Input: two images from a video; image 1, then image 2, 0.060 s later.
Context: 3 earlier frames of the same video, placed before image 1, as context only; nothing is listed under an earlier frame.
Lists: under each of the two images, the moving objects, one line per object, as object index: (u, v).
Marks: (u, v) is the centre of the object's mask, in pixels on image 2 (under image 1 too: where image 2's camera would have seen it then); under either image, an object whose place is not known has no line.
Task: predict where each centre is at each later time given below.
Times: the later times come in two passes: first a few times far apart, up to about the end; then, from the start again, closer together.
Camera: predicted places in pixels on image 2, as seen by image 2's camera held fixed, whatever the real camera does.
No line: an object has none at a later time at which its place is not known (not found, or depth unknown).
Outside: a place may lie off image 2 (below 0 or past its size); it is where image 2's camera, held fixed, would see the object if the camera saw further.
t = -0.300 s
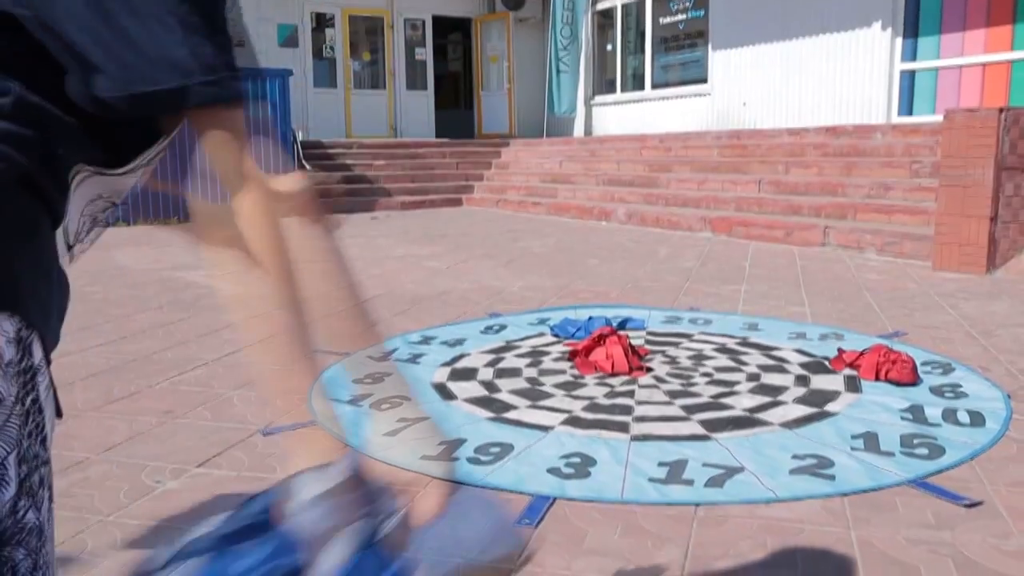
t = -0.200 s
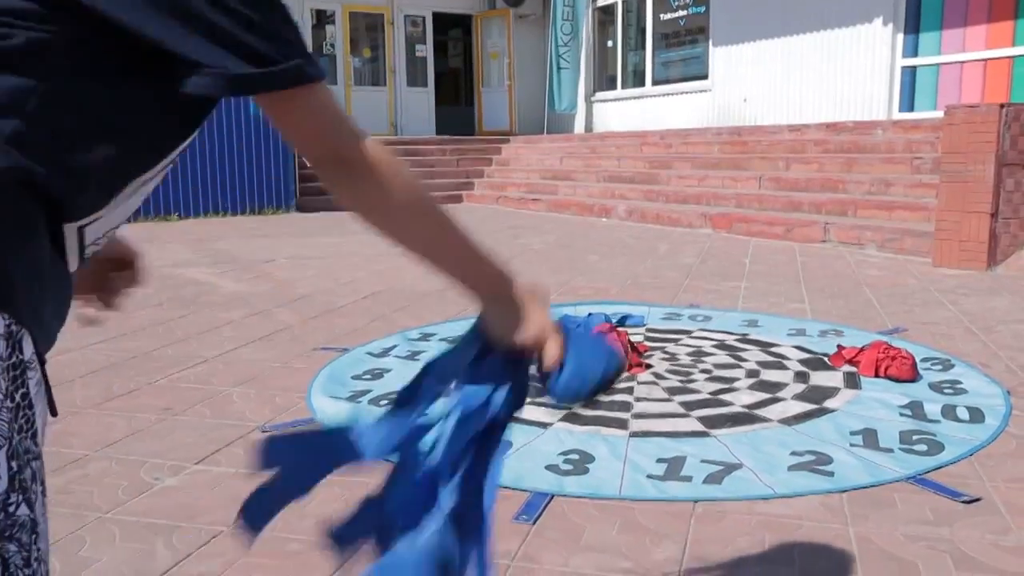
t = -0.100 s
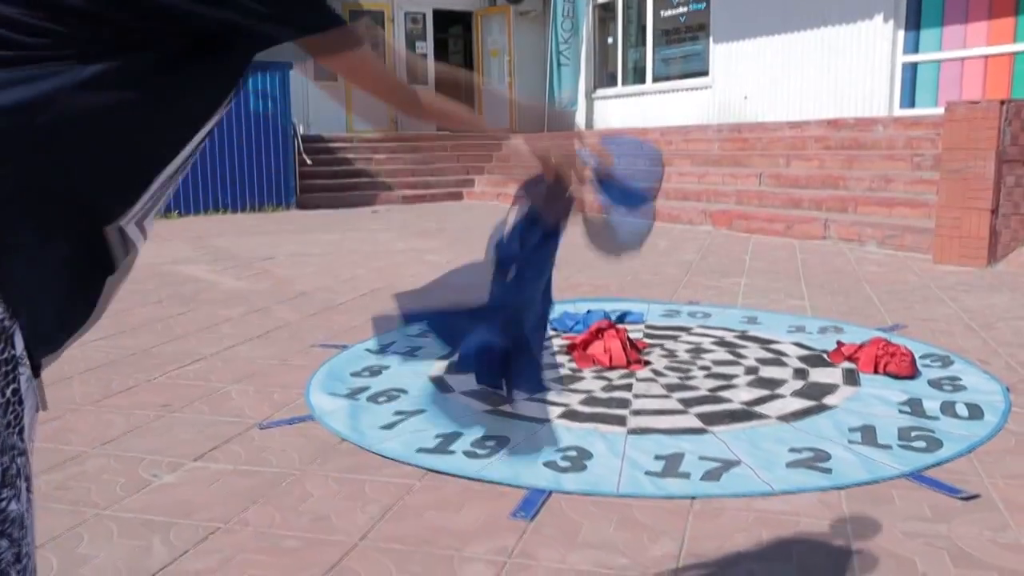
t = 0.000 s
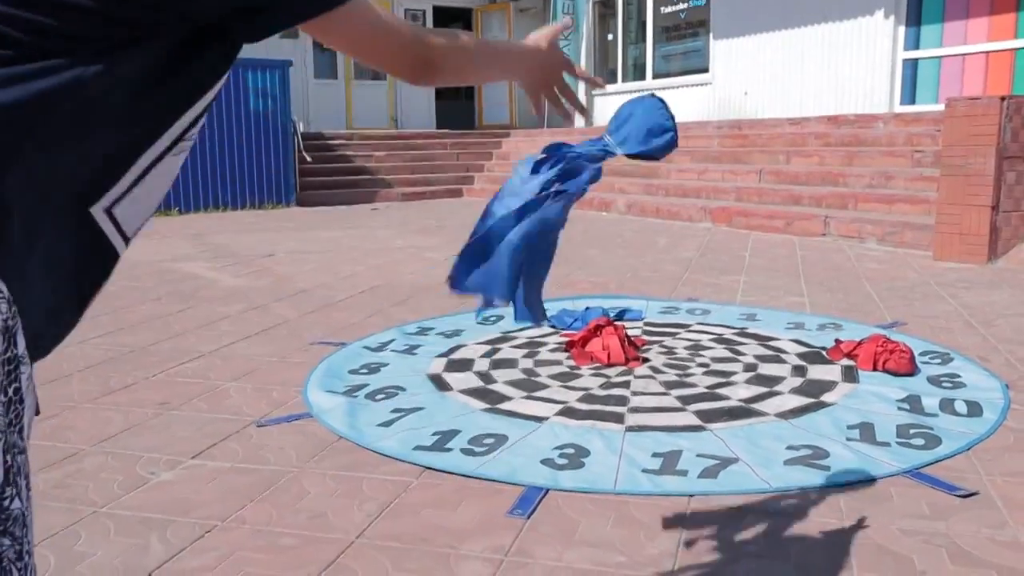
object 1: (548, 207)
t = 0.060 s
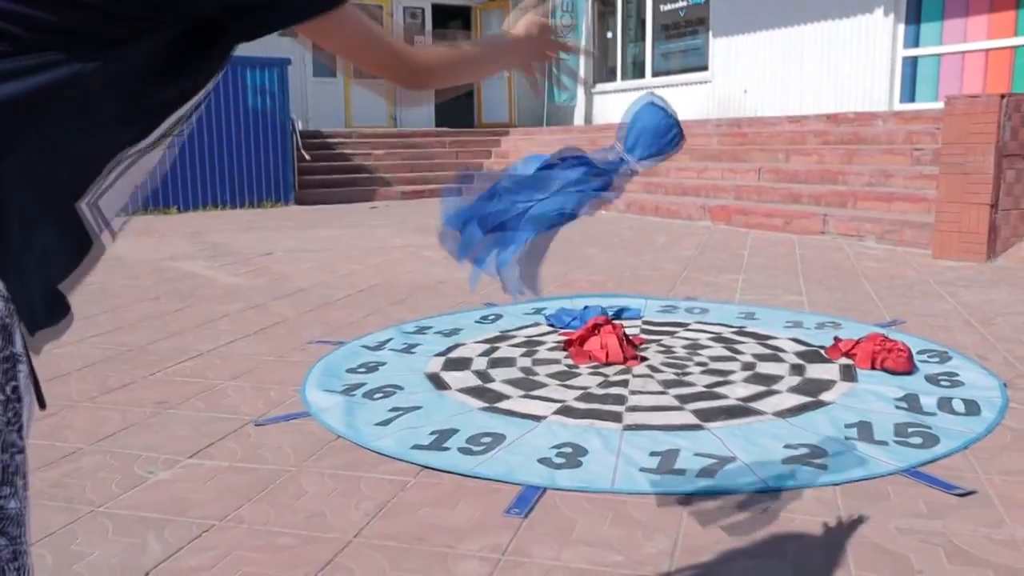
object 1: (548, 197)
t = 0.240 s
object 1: (595, 233)
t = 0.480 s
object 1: (627, 392)
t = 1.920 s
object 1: (623, 390)
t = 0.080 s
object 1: (550, 191)
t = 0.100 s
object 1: (556, 191)
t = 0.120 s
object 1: (558, 189)
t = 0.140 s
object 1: (566, 192)
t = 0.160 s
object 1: (574, 195)
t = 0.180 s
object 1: (582, 202)
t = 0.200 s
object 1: (589, 211)
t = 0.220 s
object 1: (595, 222)
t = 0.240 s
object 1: (595, 233)
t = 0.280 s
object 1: (598, 257)
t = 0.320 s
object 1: (604, 279)
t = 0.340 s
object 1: (613, 292)
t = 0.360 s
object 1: (612, 306)
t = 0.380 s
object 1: (594, 298)
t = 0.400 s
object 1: (624, 345)
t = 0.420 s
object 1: (624, 362)
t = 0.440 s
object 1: (629, 380)
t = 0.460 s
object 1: (629, 389)
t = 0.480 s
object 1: (627, 392)
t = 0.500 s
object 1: (627, 390)
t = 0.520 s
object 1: (627, 389)
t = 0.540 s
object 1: (622, 387)
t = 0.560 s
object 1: (621, 387)
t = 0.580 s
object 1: (620, 386)
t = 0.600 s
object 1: (619, 386)
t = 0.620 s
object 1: (621, 386)
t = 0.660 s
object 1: (622, 387)
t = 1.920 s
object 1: (623, 390)
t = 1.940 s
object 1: (623, 390)
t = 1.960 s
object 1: (623, 390)
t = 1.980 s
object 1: (623, 390)
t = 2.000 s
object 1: (623, 390)
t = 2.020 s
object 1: (623, 390)
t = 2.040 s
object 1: (623, 390)
